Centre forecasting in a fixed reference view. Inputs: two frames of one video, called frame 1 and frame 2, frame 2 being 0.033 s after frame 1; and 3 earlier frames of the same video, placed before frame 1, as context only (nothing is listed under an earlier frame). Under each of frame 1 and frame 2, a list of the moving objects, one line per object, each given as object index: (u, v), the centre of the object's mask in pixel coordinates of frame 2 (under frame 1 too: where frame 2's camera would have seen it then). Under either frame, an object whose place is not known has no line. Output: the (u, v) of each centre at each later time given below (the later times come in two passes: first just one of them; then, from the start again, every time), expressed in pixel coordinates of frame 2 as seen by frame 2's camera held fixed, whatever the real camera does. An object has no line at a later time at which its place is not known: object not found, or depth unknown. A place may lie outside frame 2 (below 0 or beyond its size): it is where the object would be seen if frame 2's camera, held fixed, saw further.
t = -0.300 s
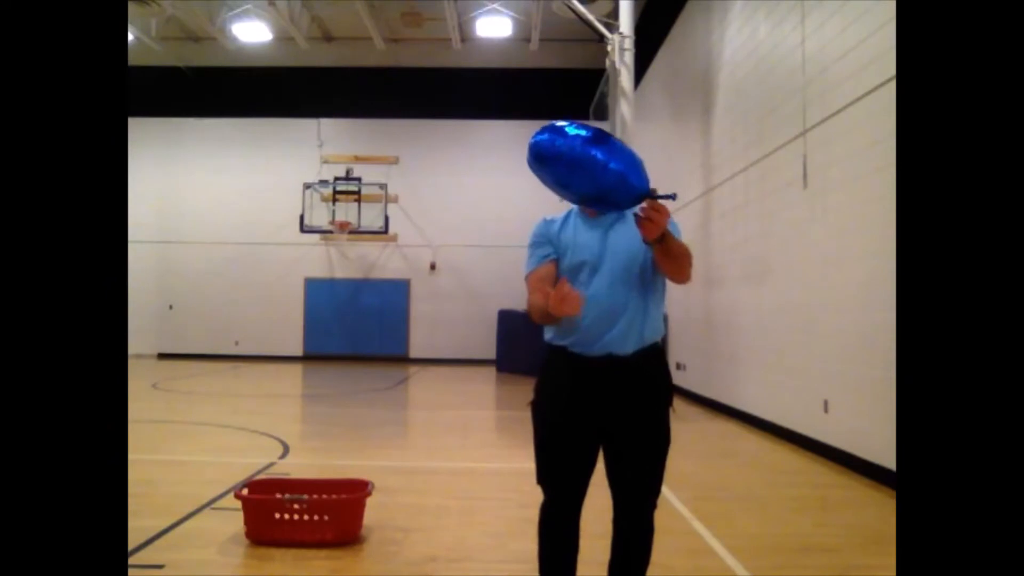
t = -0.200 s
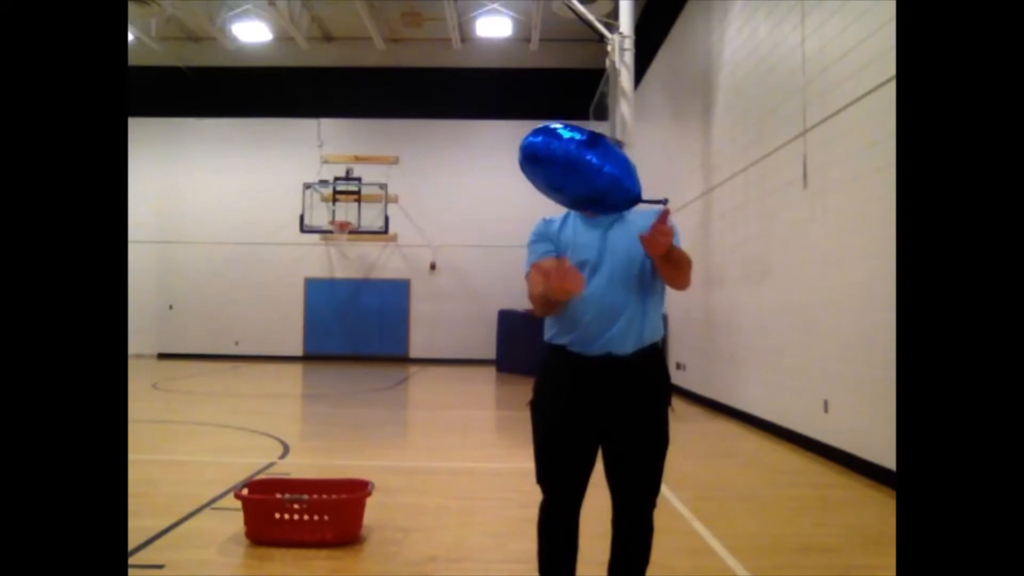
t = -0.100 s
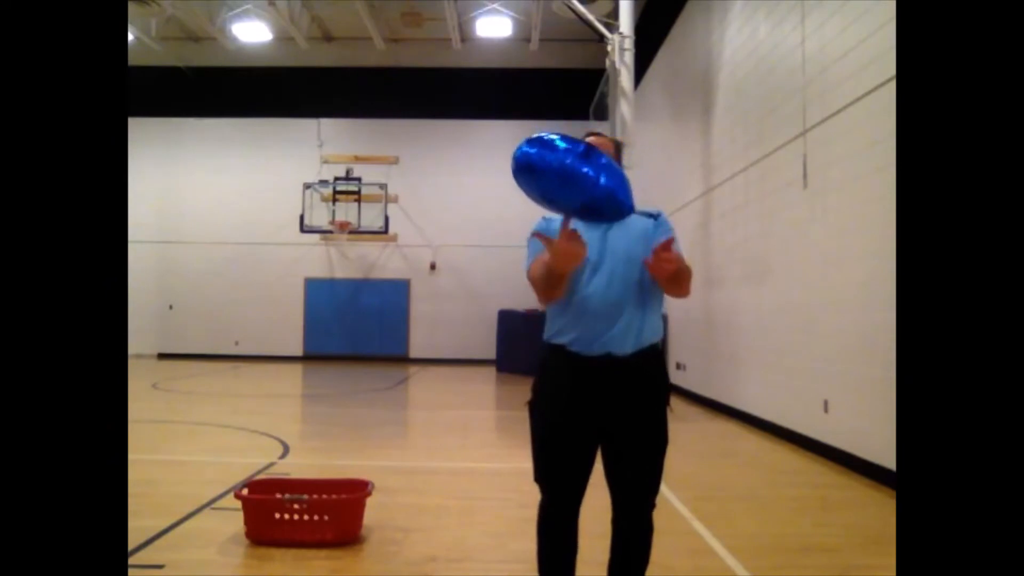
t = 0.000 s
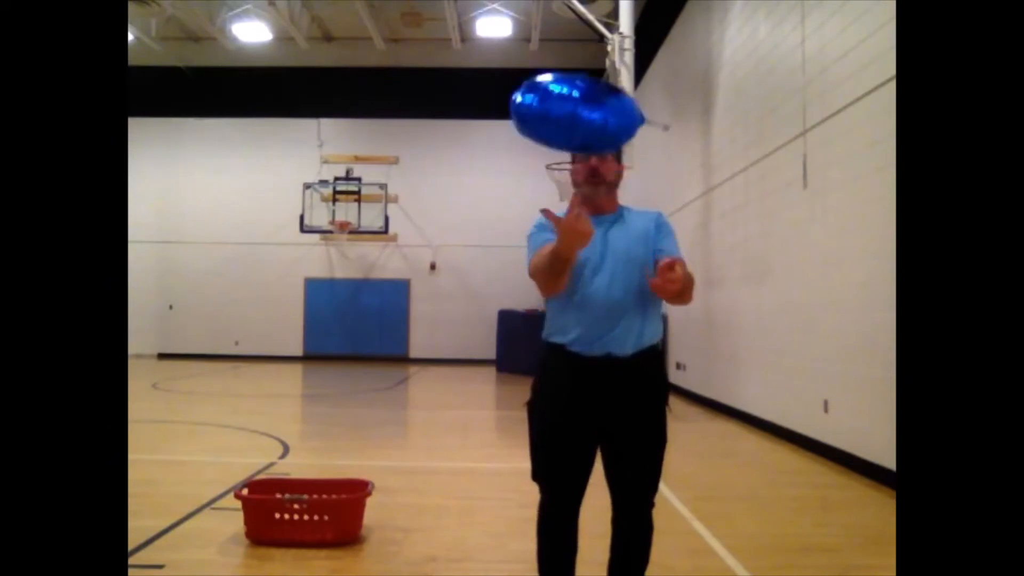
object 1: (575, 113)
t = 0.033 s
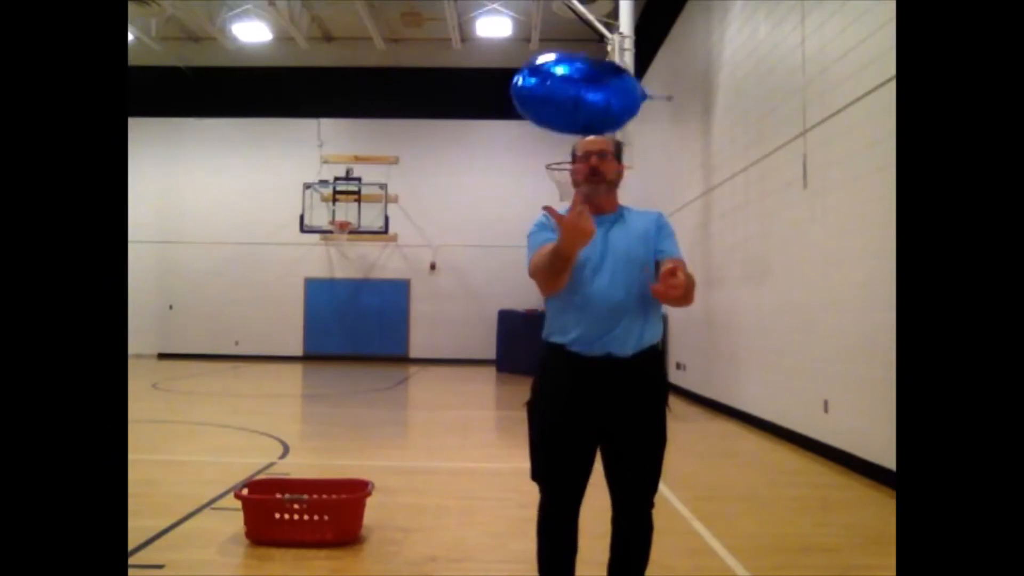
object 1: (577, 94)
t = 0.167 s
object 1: (582, 33)
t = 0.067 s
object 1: (578, 77)
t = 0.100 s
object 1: (579, 60)
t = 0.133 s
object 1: (580, 44)
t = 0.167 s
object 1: (582, 33)
